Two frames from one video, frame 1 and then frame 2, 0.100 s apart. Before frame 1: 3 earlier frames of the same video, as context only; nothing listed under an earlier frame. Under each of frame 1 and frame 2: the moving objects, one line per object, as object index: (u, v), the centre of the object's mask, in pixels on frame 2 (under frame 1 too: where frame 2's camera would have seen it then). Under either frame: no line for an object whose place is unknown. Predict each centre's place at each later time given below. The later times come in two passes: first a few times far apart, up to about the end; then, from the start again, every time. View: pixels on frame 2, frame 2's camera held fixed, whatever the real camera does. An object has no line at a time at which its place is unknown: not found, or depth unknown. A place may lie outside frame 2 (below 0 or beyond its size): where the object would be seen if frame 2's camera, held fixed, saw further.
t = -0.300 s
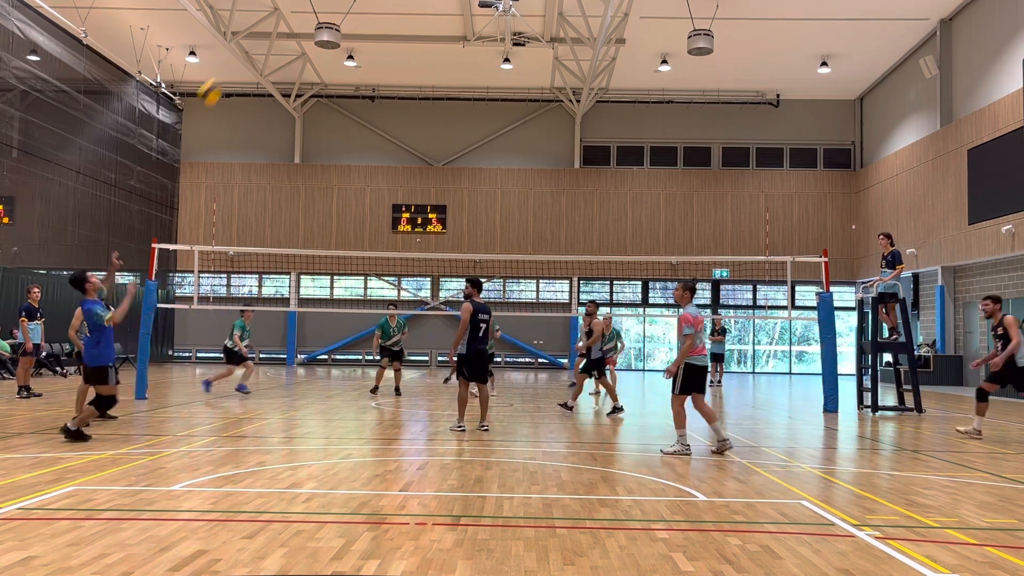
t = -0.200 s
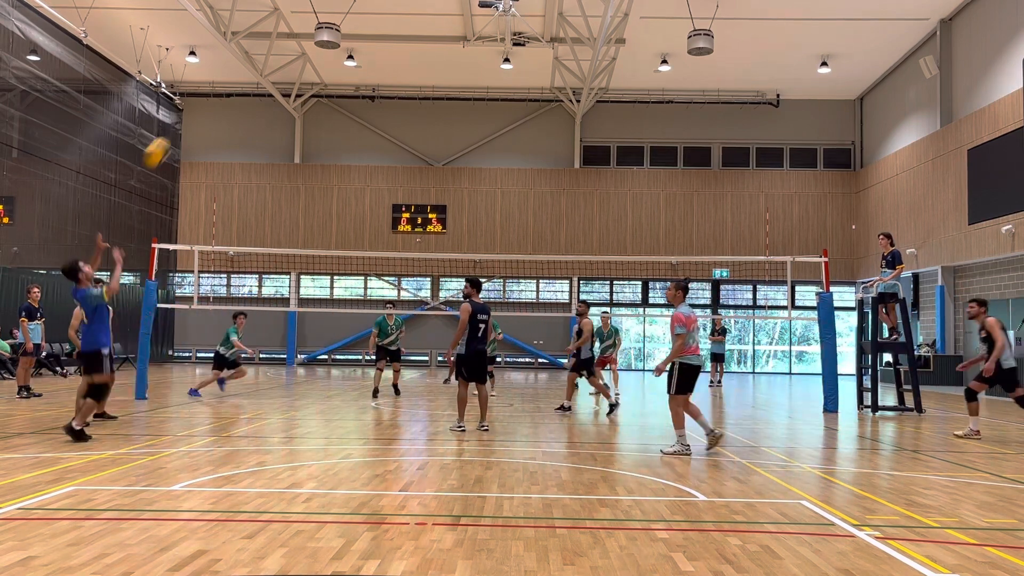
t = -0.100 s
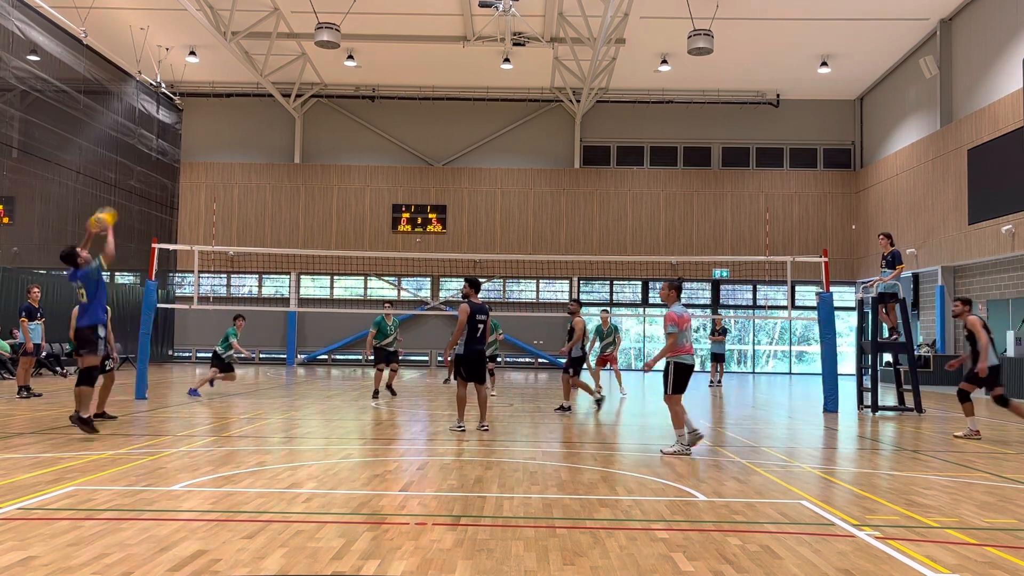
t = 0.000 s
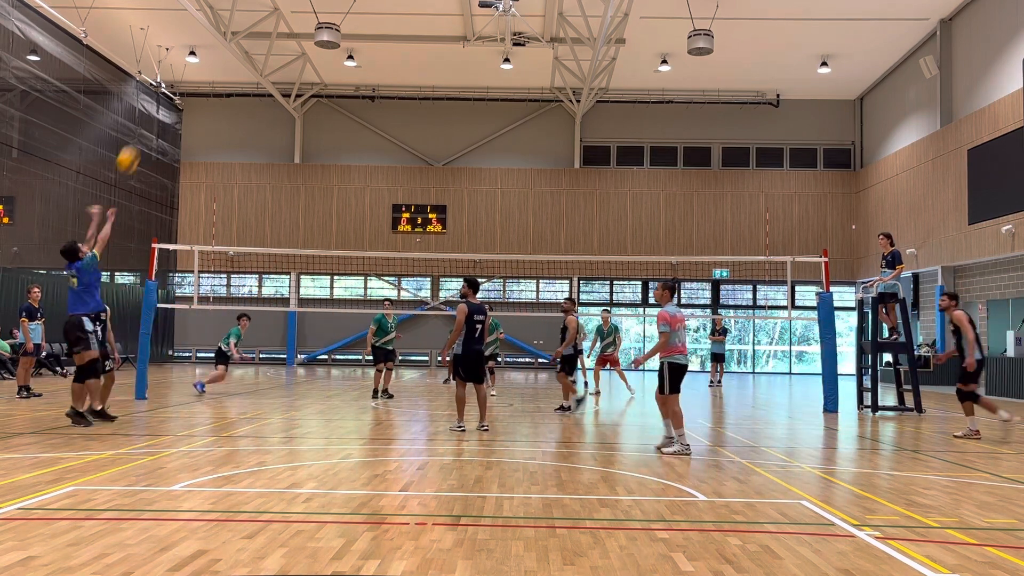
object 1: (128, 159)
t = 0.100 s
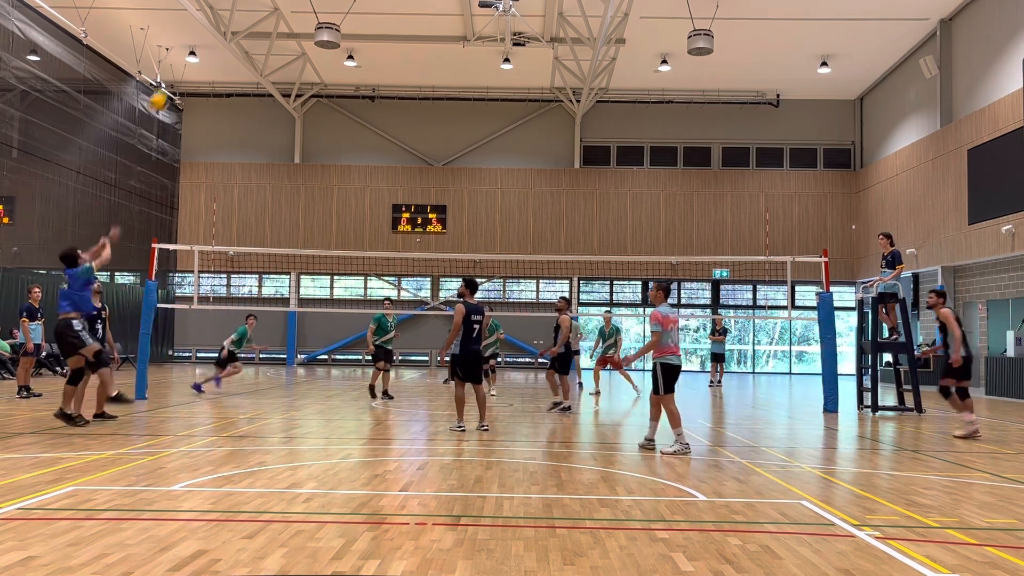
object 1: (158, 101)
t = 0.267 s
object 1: (195, 44)
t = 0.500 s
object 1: (232, 11)
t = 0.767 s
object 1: (260, 23)
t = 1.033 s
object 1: (281, 74)
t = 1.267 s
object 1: (296, 138)
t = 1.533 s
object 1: (306, 232)
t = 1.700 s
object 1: (313, 302)
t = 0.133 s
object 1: (167, 87)
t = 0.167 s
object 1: (175, 74)
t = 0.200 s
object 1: (182, 63)
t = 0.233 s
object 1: (189, 51)
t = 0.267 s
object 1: (195, 44)
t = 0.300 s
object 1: (202, 35)
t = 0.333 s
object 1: (208, 29)
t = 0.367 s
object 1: (213, 24)
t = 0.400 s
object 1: (218, 19)
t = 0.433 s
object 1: (223, 15)
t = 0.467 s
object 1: (227, 13)
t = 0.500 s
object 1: (232, 11)
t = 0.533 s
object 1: (236, 10)
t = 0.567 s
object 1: (240, 10)
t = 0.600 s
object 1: (243, 10)
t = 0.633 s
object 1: (247, 11)
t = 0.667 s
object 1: (251, 13)
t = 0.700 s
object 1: (254, 16)
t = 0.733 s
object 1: (257, 19)
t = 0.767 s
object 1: (260, 23)
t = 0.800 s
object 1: (263, 28)
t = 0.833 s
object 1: (266, 33)
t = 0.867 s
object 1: (269, 38)
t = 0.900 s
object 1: (271, 44)
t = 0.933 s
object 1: (274, 51)
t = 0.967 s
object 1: (277, 58)
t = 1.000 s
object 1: (279, 65)
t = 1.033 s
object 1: (281, 74)
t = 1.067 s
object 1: (284, 82)
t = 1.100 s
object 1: (287, 90)
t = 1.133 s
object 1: (288, 99)
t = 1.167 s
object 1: (291, 110)
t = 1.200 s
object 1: (292, 118)
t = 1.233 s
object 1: (294, 128)
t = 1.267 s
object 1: (296, 138)
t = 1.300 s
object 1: (297, 149)
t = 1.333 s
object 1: (298, 160)
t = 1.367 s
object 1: (300, 171)
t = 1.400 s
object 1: (301, 183)
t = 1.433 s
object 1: (302, 194)
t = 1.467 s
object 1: (304, 207)
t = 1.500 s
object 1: (305, 219)
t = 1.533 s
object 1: (306, 232)
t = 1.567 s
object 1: (307, 244)
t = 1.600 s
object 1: (309, 259)
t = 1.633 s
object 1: (311, 270)
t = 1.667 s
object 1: (312, 286)
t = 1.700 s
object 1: (313, 302)
